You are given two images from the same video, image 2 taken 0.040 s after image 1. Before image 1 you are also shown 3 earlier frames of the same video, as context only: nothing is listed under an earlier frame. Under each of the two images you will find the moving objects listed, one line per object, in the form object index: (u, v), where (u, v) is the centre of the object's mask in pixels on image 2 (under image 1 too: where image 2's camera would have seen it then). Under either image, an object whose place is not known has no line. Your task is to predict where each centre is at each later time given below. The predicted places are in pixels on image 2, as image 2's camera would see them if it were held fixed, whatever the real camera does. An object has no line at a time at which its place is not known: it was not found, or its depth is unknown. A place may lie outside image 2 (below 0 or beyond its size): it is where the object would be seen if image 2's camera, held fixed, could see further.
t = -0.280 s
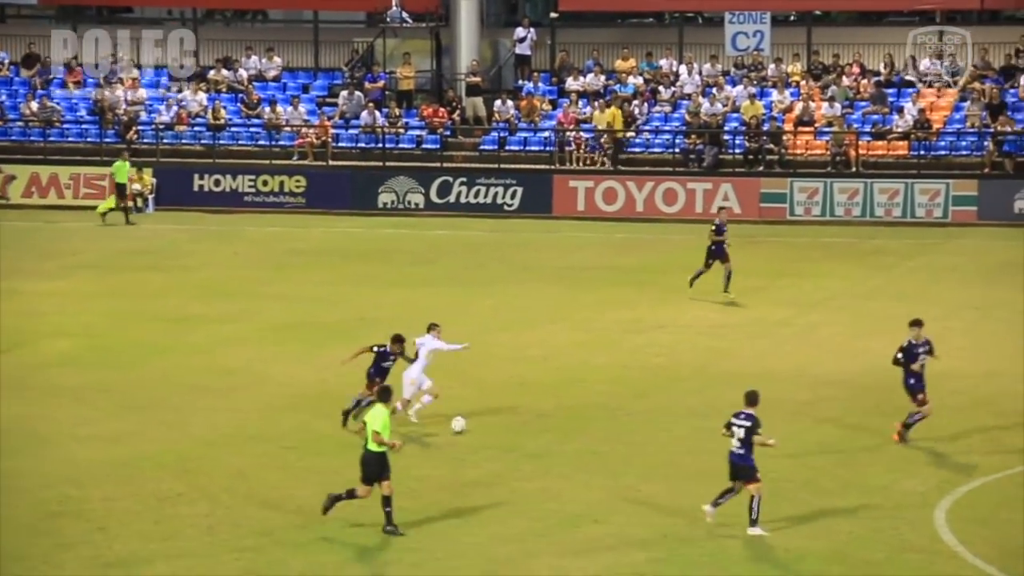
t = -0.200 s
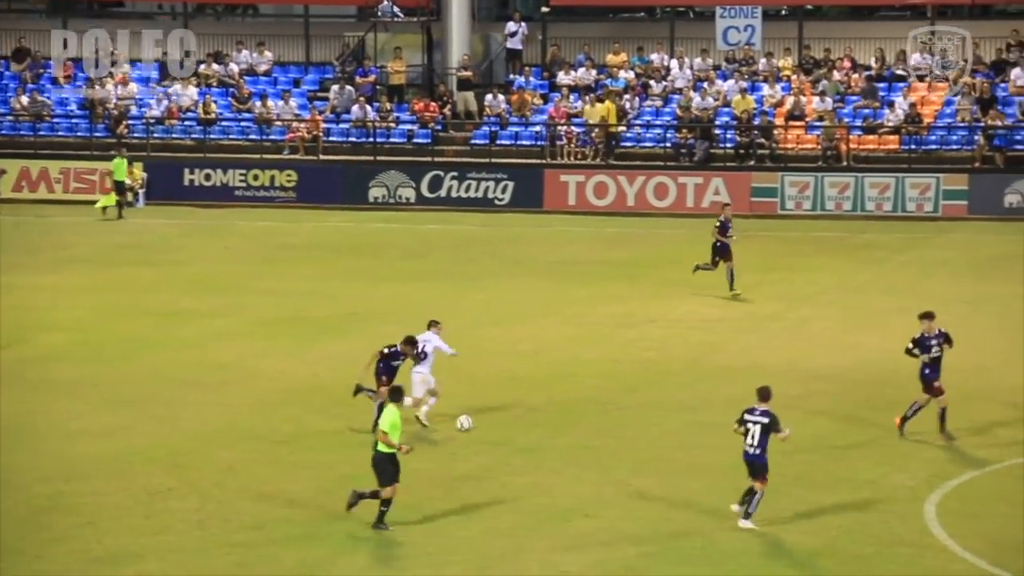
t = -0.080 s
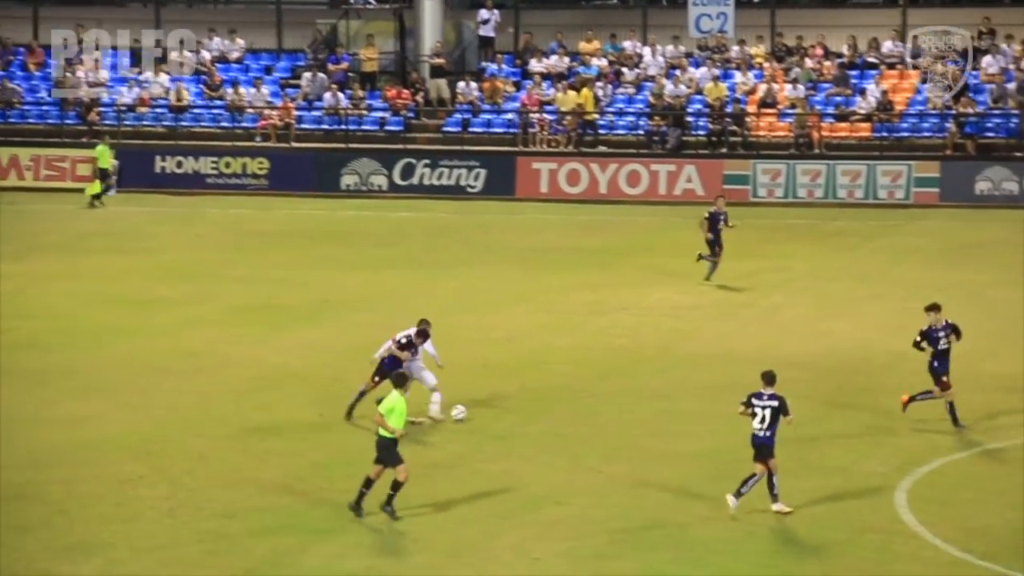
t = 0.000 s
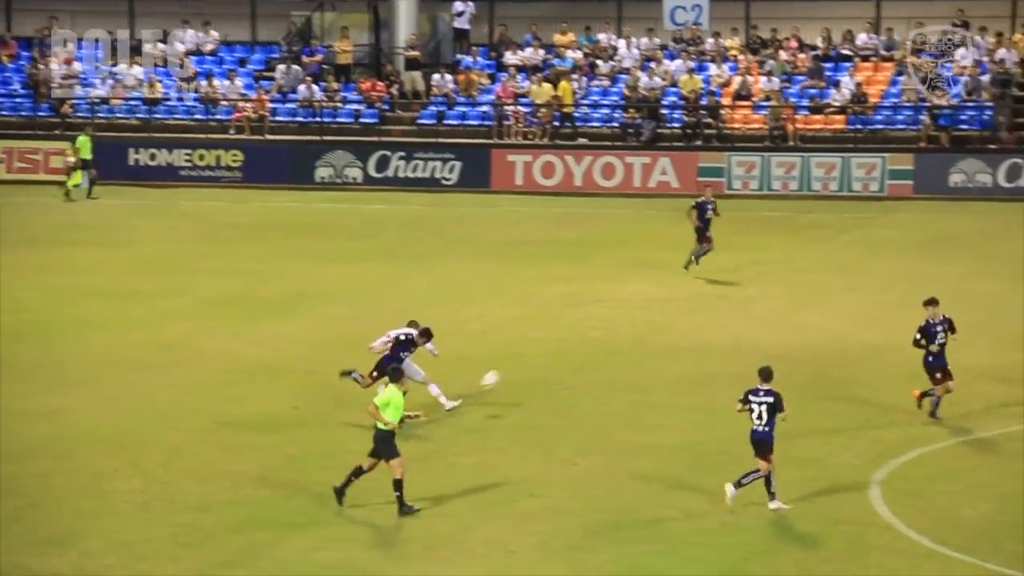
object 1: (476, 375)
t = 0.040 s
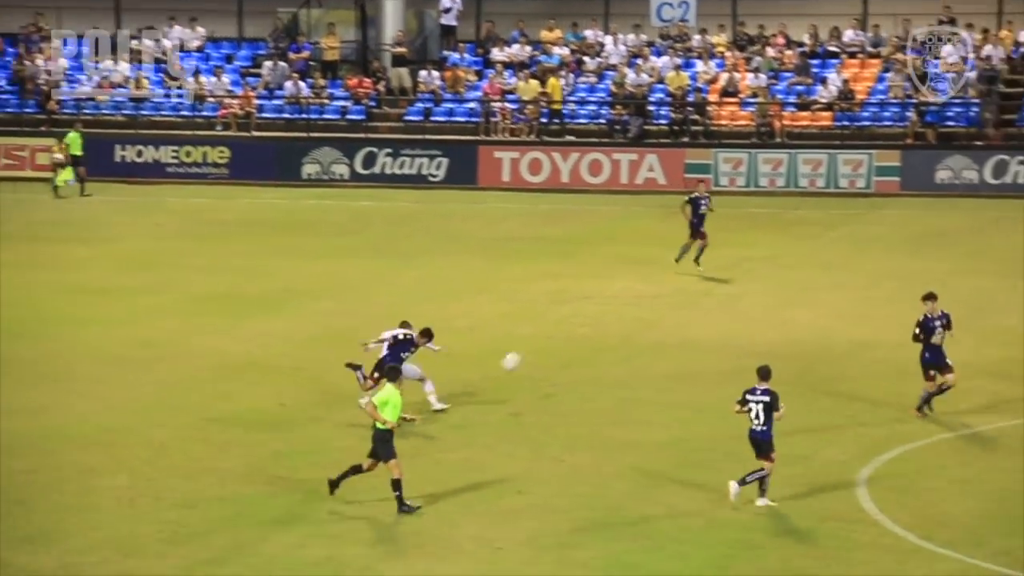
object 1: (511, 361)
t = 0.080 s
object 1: (545, 346)
